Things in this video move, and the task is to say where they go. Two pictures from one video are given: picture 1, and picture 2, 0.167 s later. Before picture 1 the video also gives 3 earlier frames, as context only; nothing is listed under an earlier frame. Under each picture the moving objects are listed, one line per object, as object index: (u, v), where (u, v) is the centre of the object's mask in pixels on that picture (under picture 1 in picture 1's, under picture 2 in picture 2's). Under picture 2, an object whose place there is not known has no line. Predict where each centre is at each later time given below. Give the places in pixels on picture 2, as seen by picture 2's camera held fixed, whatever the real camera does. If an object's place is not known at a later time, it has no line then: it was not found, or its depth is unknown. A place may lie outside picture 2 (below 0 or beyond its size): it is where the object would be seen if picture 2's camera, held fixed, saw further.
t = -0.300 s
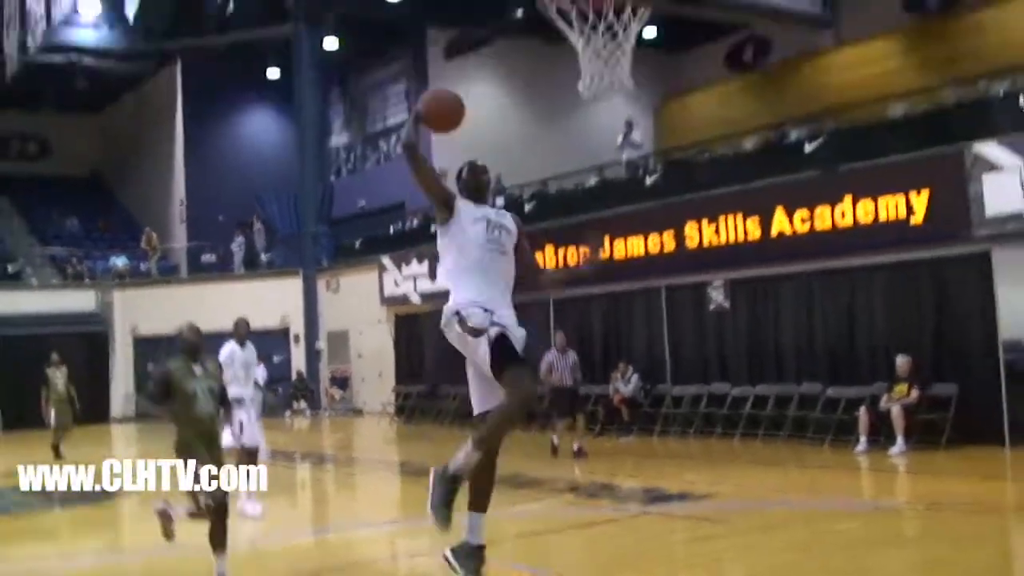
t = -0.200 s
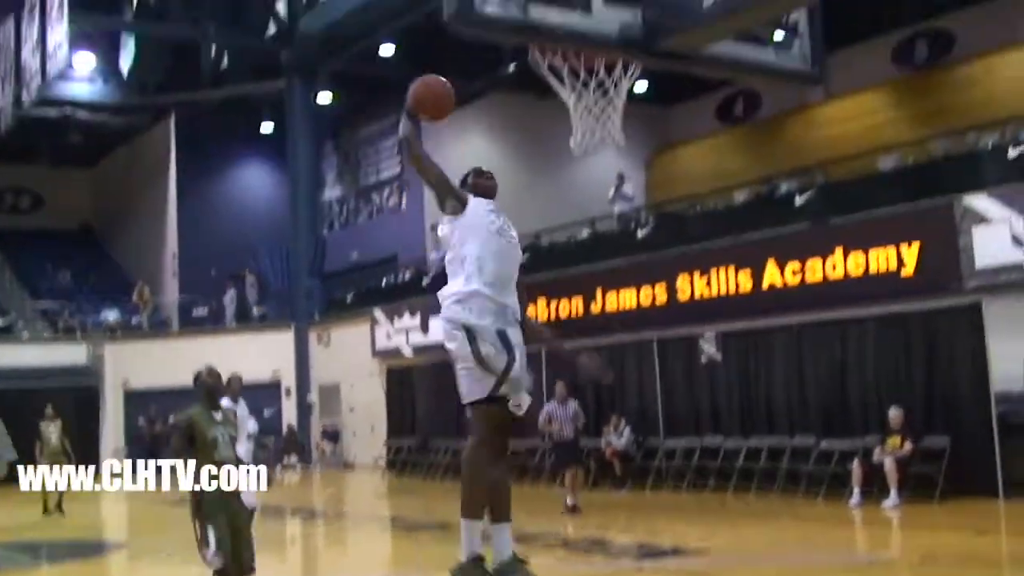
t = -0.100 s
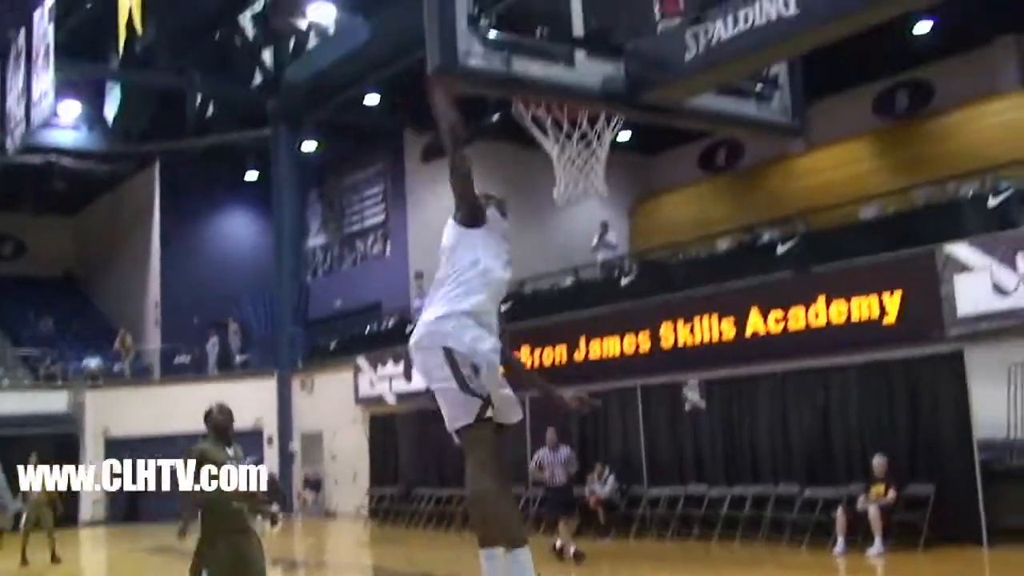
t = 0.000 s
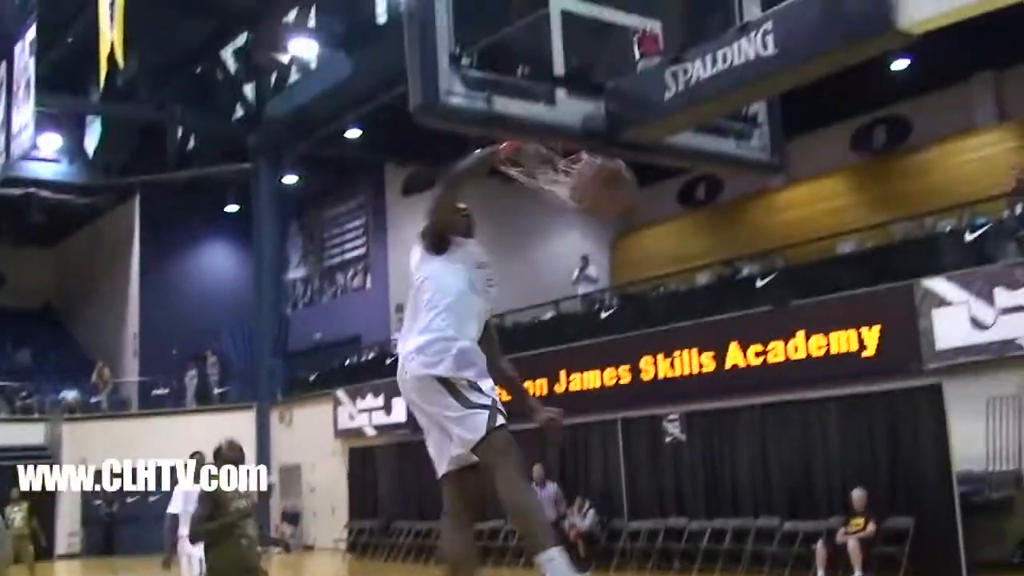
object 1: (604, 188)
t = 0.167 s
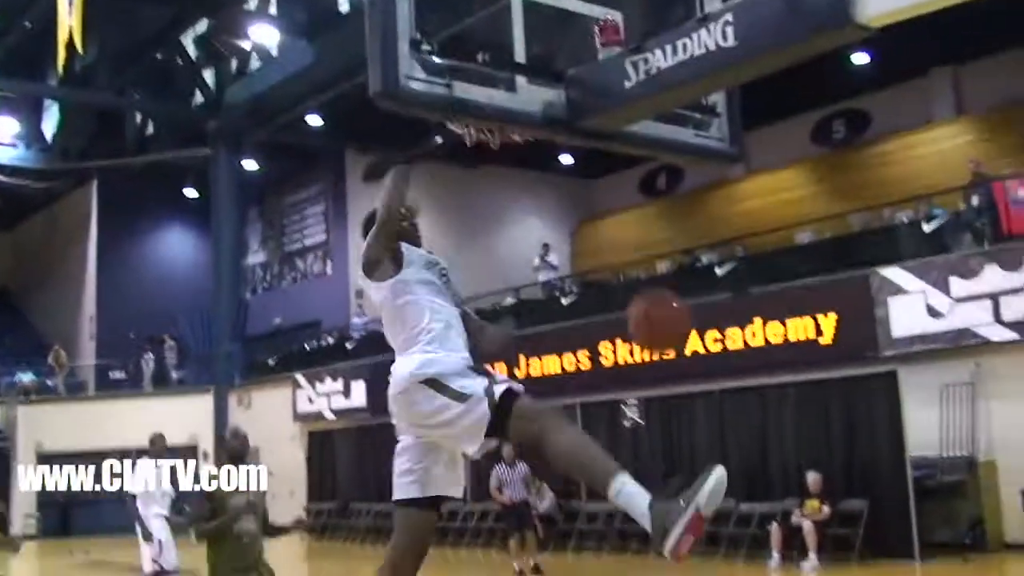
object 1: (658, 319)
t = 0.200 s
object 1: (683, 365)
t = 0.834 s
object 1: (730, 475)
